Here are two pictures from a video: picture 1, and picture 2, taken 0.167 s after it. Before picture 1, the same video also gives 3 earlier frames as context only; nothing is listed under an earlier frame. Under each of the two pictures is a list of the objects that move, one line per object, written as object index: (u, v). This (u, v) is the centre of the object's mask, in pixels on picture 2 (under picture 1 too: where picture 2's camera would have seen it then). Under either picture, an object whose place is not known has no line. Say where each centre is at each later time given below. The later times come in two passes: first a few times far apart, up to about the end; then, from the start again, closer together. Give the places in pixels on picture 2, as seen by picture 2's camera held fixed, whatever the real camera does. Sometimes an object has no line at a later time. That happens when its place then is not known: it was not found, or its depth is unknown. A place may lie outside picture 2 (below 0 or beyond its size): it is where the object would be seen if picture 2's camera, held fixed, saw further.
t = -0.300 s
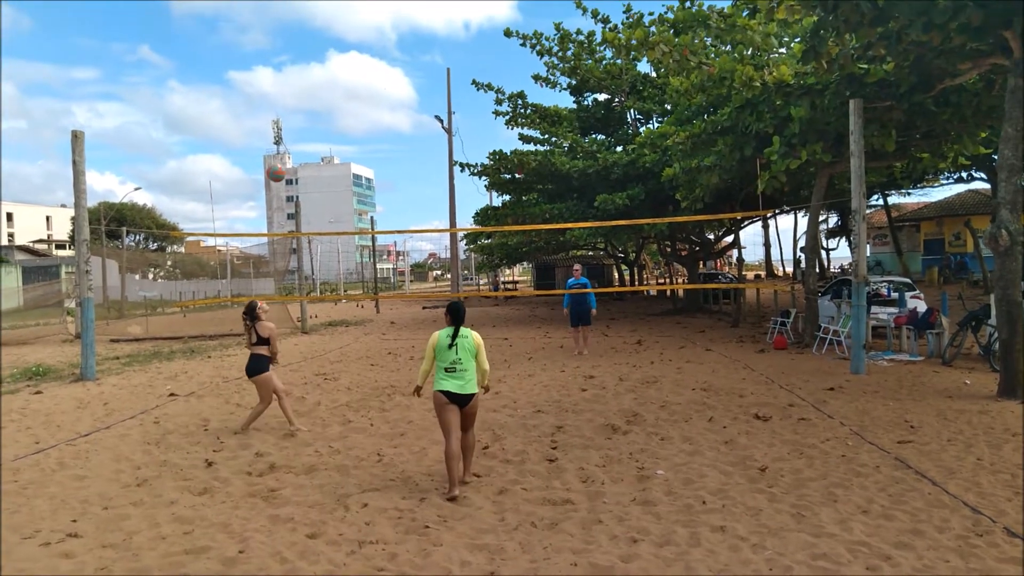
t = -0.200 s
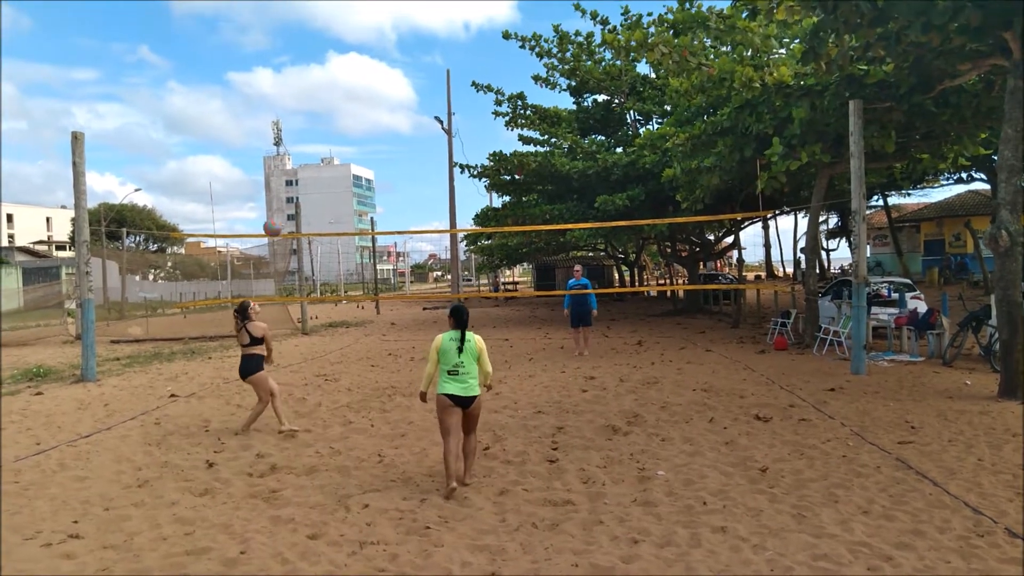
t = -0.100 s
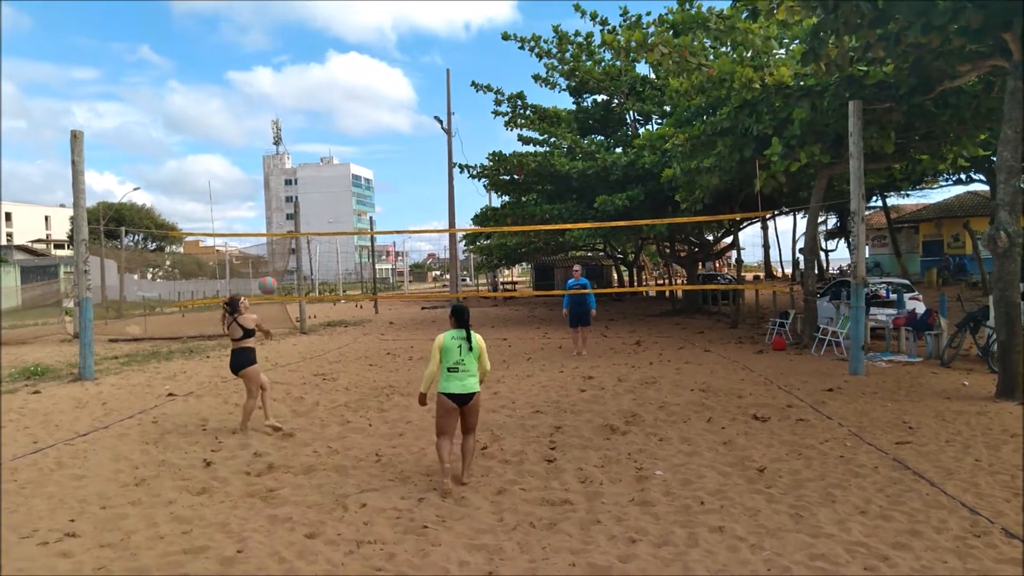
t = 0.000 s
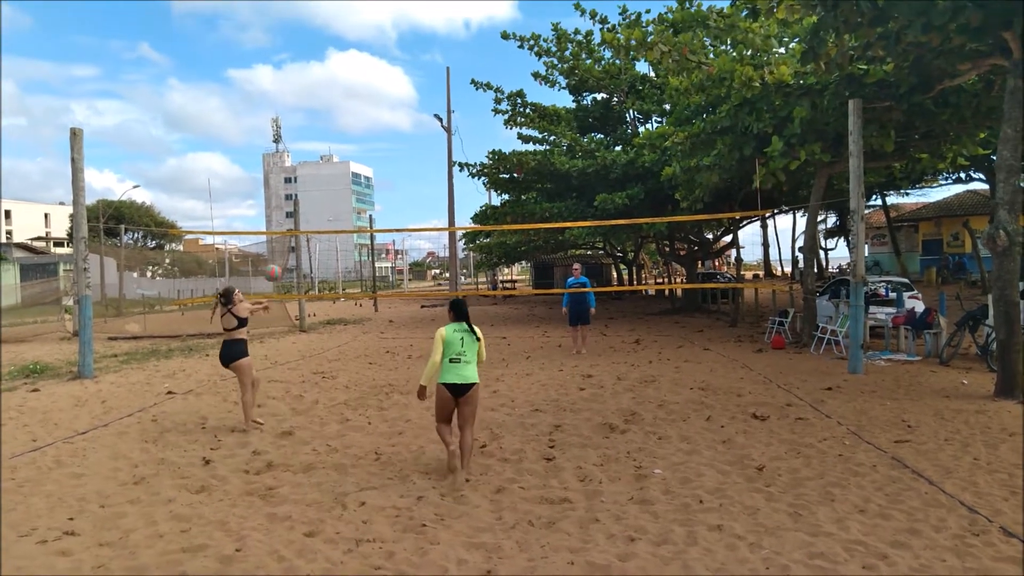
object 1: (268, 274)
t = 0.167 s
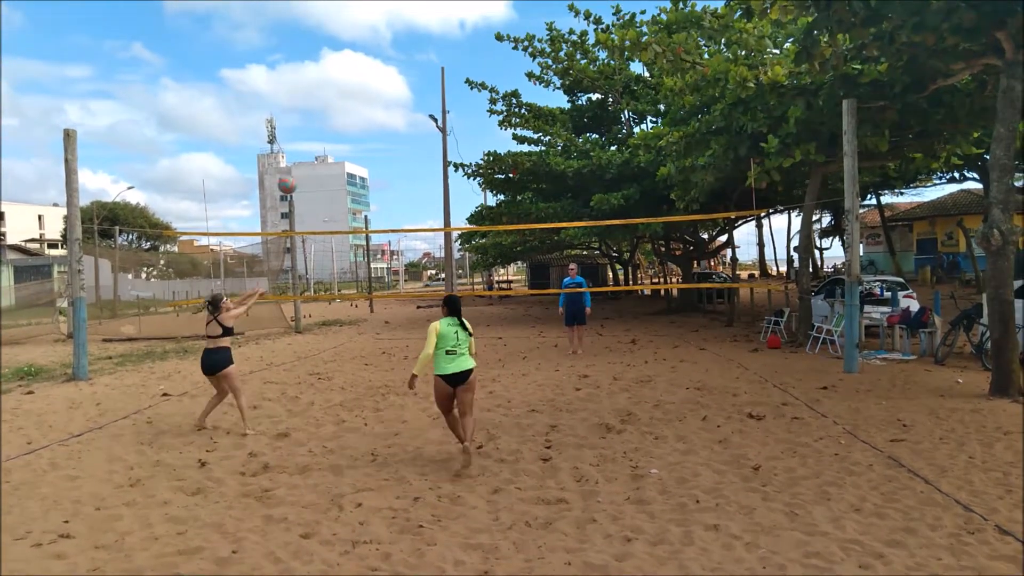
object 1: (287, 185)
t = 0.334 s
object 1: (309, 116)
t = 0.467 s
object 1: (329, 77)
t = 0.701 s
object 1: (367, 43)
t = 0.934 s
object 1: (411, 56)
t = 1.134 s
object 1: (453, 109)
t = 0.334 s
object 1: (309, 116)
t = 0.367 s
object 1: (314, 105)
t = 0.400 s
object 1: (319, 95)
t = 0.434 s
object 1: (324, 85)
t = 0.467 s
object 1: (329, 77)
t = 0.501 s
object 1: (335, 69)
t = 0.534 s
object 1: (340, 63)
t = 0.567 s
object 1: (345, 57)
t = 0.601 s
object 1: (350, 52)
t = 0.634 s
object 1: (356, 48)
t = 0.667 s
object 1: (362, 45)
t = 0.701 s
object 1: (367, 43)
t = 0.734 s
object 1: (373, 41)
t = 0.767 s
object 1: (379, 41)
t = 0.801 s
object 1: (386, 42)
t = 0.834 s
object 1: (392, 44)
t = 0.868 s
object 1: (398, 47)
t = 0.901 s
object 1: (405, 51)
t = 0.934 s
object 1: (411, 56)
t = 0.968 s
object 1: (418, 63)
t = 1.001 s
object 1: (425, 69)
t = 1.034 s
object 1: (433, 78)
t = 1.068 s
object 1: (439, 87)
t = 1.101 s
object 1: (446, 98)
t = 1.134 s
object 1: (453, 109)
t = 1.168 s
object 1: (460, 122)
